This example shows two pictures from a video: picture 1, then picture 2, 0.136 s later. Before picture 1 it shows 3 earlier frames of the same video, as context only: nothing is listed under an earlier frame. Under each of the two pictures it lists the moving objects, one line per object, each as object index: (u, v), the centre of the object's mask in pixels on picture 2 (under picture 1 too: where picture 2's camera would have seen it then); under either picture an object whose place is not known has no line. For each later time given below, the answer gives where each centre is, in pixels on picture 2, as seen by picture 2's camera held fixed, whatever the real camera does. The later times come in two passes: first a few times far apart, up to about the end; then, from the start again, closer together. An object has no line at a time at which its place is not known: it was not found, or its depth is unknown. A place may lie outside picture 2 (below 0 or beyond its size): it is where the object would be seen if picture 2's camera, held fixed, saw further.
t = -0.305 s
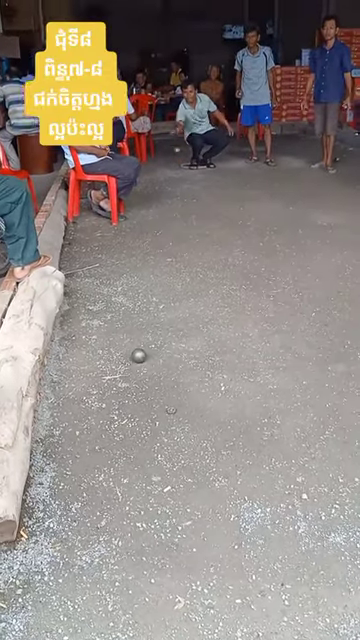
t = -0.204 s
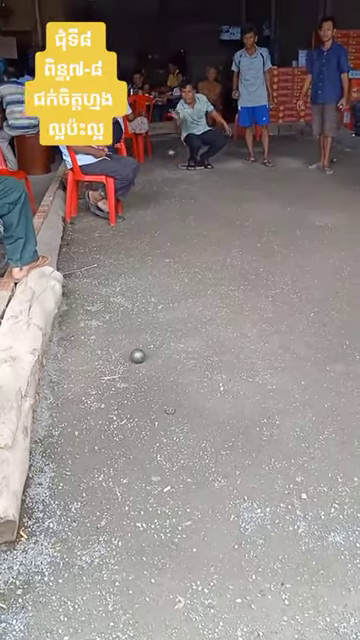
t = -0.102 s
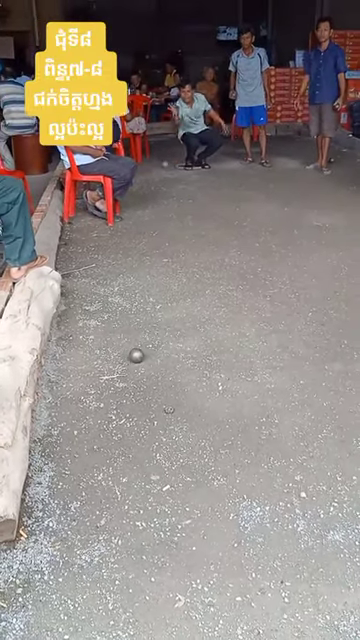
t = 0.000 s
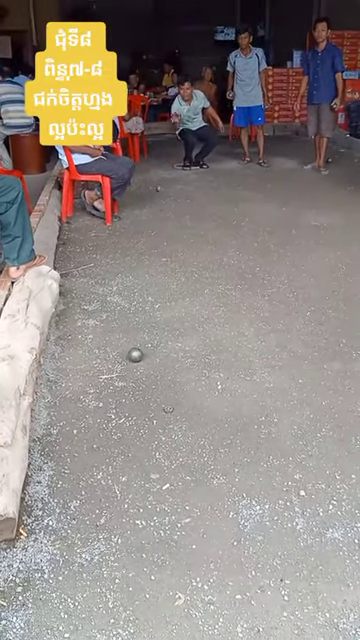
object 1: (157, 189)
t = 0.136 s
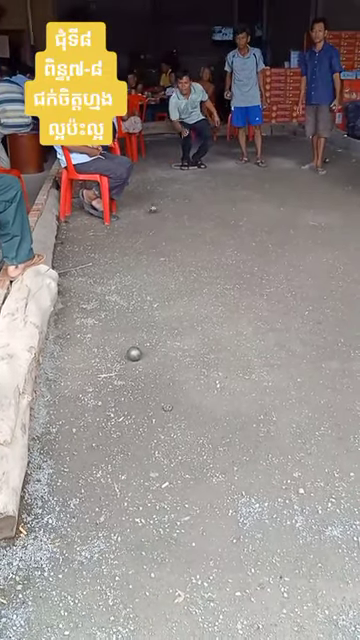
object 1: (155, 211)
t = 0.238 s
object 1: (150, 219)
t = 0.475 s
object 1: (143, 232)
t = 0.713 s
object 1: (141, 248)
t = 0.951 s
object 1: (144, 264)
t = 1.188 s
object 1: (152, 278)
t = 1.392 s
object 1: (162, 291)
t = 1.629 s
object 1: (175, 304)
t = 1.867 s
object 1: (192, 317)
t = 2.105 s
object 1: (207, 325)
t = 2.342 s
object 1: (217, 333)
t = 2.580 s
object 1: (222, 340)
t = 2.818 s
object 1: (228, 347)
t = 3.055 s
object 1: (231, 353)
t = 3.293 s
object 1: (232, 359)
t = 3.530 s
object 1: (236, 363)
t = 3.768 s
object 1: (237, 365)
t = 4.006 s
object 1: (235, 365)
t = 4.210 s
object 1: (233, 364)
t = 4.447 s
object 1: (234, 364)
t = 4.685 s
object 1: (234, 363)
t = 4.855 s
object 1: (234, 363)
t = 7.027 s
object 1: (233, 364)
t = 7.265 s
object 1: (232, 365)
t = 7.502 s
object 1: (232, 366)
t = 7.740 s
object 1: (232, 366)
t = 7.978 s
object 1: (232, 366)
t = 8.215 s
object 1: (232, 366)
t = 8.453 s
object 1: (232, 366)
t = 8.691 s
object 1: (232, 366)
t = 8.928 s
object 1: (232, 365)
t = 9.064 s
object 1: (231, 365)
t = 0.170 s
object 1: (151, 212)
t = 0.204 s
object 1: (150, 215)
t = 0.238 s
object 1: (150, 219)
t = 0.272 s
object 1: (149, 221)
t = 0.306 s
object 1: (149, 224)
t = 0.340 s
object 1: (147, 226)
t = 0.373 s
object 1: (146, 227)
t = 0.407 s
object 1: (145, 229)
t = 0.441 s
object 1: (143, 231)
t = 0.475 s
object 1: (143, 232)
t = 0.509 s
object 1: (142, 235)
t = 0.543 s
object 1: (141, 237)
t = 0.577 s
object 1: (141, 238)
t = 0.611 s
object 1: (141, 241)
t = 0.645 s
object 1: (141, 244)
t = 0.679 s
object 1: (141, 245)
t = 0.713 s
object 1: (141, 248)
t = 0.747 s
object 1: (141, 250)
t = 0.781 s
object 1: (142, 252)
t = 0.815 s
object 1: (142, 254)
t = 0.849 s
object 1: (142, 256)
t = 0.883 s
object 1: (143, 258)
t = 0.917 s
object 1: (144, 260)
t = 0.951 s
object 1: (144, 264)
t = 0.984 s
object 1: (145, 266)
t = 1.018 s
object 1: (145, 268)
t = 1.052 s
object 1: (146, 270)
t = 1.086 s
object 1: (148, 271)
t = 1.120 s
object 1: (149, 275)
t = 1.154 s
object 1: (151, 276)
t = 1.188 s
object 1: (152, 278)
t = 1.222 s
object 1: (153, 280)
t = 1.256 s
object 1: (156, 282)
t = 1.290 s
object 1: (157, 285)
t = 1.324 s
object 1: (158, 287)
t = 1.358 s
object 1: (160, 289)
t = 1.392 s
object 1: (162, 291)
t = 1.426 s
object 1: (164, 293)
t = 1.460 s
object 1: (165, 295)
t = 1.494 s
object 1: (167, 297)
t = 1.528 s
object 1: (169, 298)
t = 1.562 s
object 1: (171, 300)
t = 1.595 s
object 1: (173, 303)
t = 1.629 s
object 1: (175, 304)
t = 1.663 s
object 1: (178, 306)
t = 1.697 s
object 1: (180, 308)
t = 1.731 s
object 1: (183, 309)
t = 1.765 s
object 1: (185, 312)
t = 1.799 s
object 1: (188, 314)
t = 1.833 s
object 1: (190, 315)
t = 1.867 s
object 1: (192, 317)
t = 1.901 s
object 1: (194, 318)
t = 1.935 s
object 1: (195, 319)
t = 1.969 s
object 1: (198, 321)
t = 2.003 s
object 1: (200, 322)
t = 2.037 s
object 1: (202, 323)
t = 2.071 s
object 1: (204, 324)
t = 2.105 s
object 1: (207, 325)
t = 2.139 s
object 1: (208, 327)
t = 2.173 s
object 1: (210, 328)
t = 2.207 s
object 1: (212, 329)
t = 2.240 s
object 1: (213, 330)
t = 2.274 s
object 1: (215, 331)
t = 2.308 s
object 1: (216, 332)
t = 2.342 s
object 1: (217, 333)
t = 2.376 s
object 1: (218, 334)
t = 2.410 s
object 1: (219, 335)
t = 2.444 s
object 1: (220, 336)
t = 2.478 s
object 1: (220, 338)
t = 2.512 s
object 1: (221, 339)
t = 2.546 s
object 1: (221, 339)
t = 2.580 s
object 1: (222, 340)
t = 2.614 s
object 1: (223, 341)
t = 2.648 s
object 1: (224, 342)
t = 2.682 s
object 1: (225, 344)
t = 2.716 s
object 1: (225, 345)
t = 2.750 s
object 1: (226, 346)
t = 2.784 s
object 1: (227, 347)
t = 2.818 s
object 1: (228, 347)
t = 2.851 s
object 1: (228, 348)
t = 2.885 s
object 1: (229, 349)
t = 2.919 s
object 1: (230, 350)
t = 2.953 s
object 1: (230, 351)
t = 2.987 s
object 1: (230, 352)
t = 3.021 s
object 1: (230, 352)
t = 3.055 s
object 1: (231, 353)
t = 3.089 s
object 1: (231, 354)
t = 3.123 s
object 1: (231, 355)
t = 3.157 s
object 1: (231, 356)
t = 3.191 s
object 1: (231, 356)
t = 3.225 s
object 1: (232, 357)
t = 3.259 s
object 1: (232, 358)
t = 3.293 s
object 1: (232, 359)
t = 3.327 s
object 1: (232, 359)
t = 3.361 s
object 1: (233, 360)
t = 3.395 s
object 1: (234, 360)
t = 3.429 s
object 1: (235, 361)
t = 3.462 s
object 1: (235, 361)
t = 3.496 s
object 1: (236, 362)
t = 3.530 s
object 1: (236, 363)
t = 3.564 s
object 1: (236, 363)
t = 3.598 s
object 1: (236, 363)
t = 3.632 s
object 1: (236, 364)
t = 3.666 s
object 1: (236, 364)
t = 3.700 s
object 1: (237, 364)
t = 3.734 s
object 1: (237, 364)
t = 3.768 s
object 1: (237, 365)
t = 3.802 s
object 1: (236, 365)
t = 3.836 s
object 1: (236, 365)
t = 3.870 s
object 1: (236, 365)
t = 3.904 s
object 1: (236, 365)
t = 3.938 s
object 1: (235, 365)
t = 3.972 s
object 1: (235, 365)
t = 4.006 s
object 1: (235, 365)
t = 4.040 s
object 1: (235, 365)
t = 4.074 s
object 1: (235, 365)
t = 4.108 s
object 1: (234, 365)
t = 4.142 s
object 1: (233, 365)
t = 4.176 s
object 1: (233, 365)
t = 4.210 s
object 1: (233, 364)
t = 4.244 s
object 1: (232, 364)
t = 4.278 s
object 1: (232, 364)
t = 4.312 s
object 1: (232, 364)
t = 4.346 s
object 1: (233, 364)
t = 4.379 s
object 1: (233, 364)
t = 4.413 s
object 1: (233, 364)
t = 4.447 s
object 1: (234, 364)
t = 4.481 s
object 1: (234, 364)
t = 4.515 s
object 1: (234, 364)
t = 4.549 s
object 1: (234, 363)
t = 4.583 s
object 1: (233, 363)
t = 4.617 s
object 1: (234, 363)
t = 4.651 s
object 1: (234, 363)
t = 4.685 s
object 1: (234, 363)
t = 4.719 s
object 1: (234, 363)
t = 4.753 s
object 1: (234, 363)
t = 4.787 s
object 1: (234, 363)
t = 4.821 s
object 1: (234, 363)
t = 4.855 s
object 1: (234, 363)
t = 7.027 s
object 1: (233, 364)
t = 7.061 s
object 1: (233, 364)
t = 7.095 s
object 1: (233, 364)
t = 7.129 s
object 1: (233, 364)
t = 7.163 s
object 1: (233, 365)
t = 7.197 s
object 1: (233, 365)
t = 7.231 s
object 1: (233, 365)
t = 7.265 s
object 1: (232, 365)
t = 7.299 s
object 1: (233, 365)
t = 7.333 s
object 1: (232, 366)
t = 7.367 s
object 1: (232, 366)
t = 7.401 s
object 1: (232, 366)
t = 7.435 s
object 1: (232, 366)
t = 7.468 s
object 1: (232, 366)
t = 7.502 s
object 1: (232, 366)
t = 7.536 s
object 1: (231, 366)
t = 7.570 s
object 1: (232, 366)
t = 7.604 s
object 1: (231, 366)
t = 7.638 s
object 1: (232, 366)
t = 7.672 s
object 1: (232, 366)
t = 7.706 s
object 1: (232, 366)
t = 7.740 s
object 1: (232, 366)
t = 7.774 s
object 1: (231, 366)
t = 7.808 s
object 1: (231, 366)
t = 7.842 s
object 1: (232, 366)
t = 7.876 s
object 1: (231, 366)
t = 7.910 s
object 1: (231, 366)
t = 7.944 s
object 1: (232, 366)
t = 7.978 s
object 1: (232, 366)
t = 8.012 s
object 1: (232, 366)
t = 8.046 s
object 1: (232, 366)
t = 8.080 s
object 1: (232, 366)
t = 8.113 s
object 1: (232, 366)
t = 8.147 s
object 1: (232, 366)
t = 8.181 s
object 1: (232, 366)
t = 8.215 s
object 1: (232, 366)
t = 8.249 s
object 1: (232, 366)
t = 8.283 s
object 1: (232, 366)
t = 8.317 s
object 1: (232, 366)
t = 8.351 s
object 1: (232, 366)
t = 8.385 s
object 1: (232, 366)
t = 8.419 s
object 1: (232, 366)
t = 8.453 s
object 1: (232, 366)
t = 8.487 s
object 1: (232, 366)
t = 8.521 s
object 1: (232, 366)
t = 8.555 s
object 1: (232, 366)
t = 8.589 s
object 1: (232, 366)
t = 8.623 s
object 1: (232, 366)
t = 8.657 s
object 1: (232, 365)
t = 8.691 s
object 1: (232, 366)
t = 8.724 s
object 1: (232, 366)
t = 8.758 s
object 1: (232, 365)
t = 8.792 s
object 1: (232, 365)
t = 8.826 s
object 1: (232, 365)
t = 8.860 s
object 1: (231, 365)
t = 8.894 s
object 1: (232, 365)
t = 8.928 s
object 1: (232, 365)
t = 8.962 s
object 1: (232, 365)
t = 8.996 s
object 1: (231, 365)
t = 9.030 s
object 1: (231, 365)
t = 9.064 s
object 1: (231, 365)
